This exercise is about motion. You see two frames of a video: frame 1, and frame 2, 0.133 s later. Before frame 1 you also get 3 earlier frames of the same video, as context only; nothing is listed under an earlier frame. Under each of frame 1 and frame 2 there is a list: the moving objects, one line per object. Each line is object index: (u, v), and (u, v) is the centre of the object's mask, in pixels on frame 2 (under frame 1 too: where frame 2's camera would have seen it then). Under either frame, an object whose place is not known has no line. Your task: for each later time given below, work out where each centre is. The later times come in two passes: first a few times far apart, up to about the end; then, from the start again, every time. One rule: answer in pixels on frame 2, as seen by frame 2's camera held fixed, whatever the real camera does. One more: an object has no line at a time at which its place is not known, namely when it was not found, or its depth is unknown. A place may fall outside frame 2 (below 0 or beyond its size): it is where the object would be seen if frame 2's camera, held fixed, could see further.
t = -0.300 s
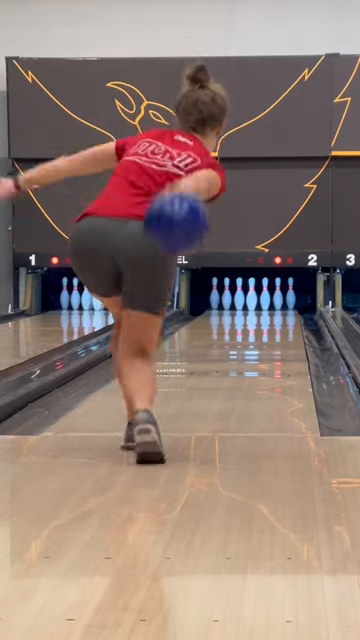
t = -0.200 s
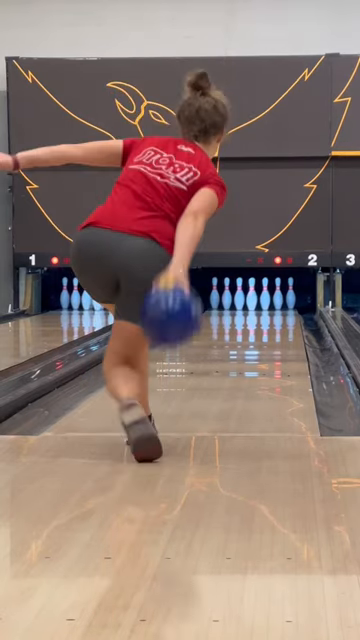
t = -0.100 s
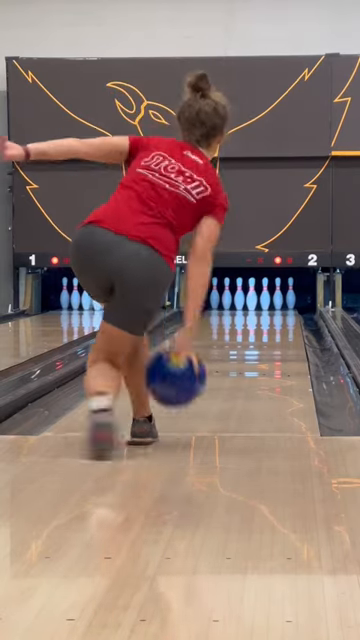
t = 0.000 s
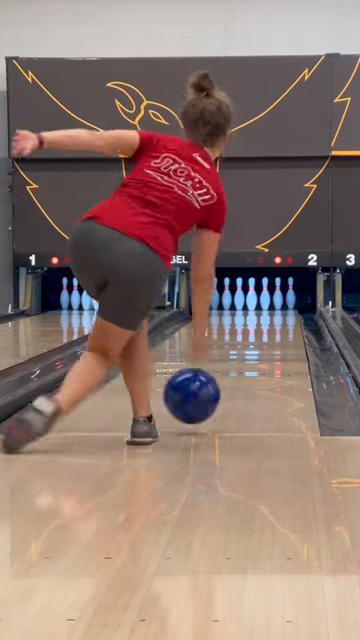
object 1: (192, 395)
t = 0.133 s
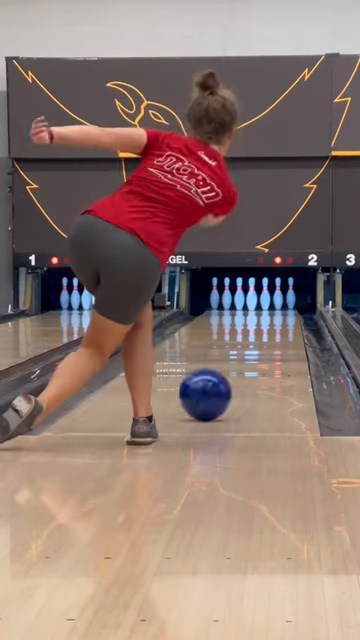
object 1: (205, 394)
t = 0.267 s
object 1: (216, 385)
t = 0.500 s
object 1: (232, 370)
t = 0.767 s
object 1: (246, 357)
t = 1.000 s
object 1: (255, 348)
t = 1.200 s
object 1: (262, 342)
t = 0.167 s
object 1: (208, 392)
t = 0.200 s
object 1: (211, 389)
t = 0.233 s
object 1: (214, 387)
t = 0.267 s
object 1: (216, 385)
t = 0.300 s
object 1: (219, 383)
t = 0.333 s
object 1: (221, 381)
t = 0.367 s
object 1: (224, 378)
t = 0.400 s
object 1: (226, 376)
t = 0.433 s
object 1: (228, 374)
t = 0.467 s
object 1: (230, 372)
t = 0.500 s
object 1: (232, 370)
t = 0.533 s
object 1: (234, 369)
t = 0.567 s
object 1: (236, 367)
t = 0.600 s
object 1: (237, 366)
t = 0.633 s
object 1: (239, 364)
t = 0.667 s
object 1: (241, 362)
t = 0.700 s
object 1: (243, 360)
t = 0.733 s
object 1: (244, 359)
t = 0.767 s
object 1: (246, 357)
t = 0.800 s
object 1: (247, 356)
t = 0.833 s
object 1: (249, 355)
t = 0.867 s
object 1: (250, 353)
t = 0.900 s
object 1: (251, 352)
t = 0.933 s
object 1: (253, 351)
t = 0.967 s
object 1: (254, 350)
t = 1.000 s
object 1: (255, 348)
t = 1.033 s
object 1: (257, 347)
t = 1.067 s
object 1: (258, 346)
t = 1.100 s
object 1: (259, 345)
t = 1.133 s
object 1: (260, 344)
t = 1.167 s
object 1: (261, 343)
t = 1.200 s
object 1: (262, 342)
